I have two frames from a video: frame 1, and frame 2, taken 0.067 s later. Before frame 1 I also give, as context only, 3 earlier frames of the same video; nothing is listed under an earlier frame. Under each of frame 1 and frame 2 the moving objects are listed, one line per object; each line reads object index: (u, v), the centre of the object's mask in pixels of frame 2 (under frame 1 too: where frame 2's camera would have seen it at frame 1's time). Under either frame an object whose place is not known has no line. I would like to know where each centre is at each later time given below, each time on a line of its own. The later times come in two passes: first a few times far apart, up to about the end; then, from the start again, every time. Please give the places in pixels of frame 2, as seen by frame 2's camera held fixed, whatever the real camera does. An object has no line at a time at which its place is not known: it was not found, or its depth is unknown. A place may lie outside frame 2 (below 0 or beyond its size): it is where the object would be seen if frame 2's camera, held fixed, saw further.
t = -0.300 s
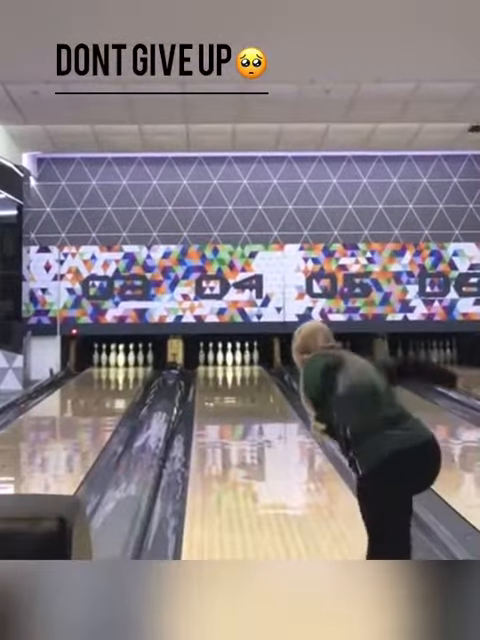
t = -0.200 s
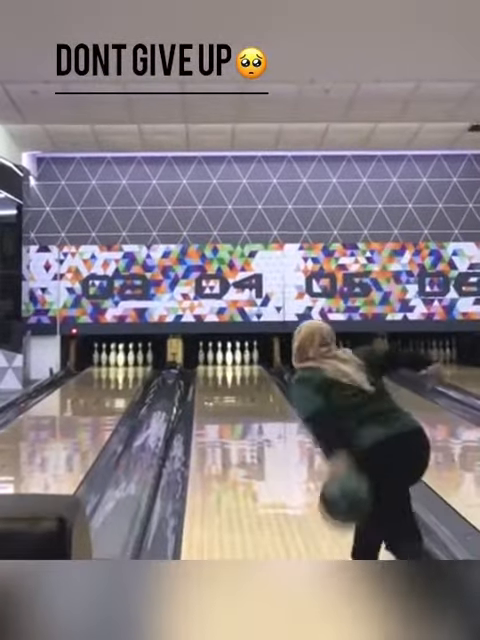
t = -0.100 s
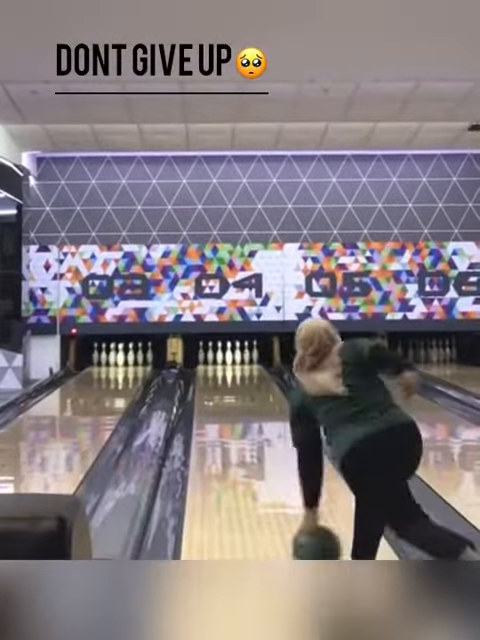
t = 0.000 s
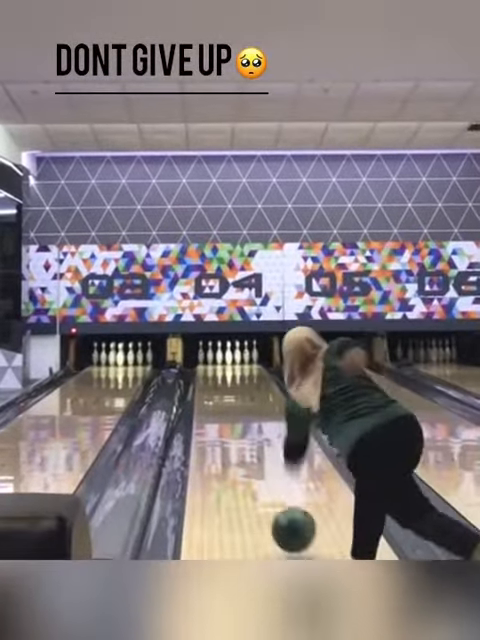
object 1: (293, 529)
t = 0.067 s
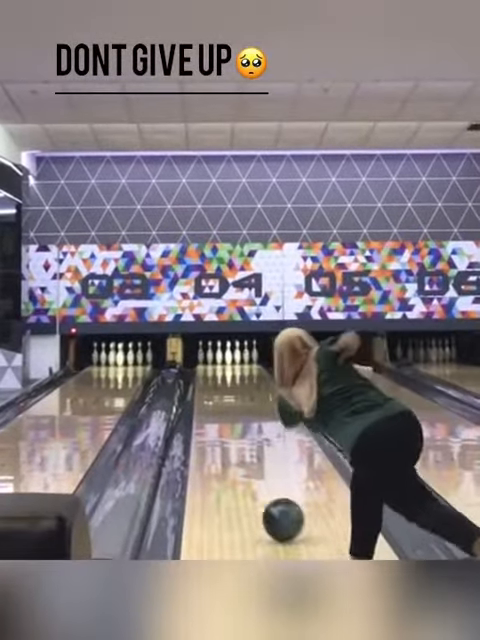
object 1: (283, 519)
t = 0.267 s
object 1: (259, 483)
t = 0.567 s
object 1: (238, 446)
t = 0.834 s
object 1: (228, 423)
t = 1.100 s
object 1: (221, 406)
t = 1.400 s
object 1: (216, 392)
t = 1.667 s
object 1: (216, 381)
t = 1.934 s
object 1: (217, 375)
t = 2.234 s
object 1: (222, 367)
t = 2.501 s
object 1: (227, 363)
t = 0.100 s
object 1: (278, 512)
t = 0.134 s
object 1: (274, 506)
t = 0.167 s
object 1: (270, 499)
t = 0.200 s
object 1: (266, 493)
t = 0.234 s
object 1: (262, 488)
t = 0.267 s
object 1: (259, 483)
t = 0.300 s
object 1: (256, 478)
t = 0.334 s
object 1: (253, 473)
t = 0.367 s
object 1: (251, 469)
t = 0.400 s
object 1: (249, 464)
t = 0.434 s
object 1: (246, 460)
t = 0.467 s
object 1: (244, 456)
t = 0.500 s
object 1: (242, 453)
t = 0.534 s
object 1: (240, 449)
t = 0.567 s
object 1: (238, 446)
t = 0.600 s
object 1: (237, 442)
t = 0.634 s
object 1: (235, 439)
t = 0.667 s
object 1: (234, 436)
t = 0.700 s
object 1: (232, 433)
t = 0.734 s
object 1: (231, 431)
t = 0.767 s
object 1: (230, 427)
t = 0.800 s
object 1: (229, 425)
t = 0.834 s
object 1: (228, 423)
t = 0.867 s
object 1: (227, 420)
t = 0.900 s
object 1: (226, 418)
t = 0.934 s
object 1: (225, 416)
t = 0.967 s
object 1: (224, 414)
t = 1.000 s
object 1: (223, 412)
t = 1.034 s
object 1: (222, 410)
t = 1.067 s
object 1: (222, 408)
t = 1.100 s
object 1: (221, 406)
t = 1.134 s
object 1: (220, 404)
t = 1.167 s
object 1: (220, 403)
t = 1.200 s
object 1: (219, 401)
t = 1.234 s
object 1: (219, 400)
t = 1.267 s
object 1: (219, 399)
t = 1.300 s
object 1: (217, 397)
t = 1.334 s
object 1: (217, 396)
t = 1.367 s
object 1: (217, 394)
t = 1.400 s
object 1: (216, 392)
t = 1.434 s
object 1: (216, 391)
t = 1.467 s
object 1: (217, 389)
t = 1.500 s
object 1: (217, 386)
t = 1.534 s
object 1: (215, 384)
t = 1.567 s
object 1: (214, 382)
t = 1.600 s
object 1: (214, 381)
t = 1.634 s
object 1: (215, 381)
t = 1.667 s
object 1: (216, 381)
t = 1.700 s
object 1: (217, 380)
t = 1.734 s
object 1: (217, 379)
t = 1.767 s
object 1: (216, 378)
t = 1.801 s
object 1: (216, 377)
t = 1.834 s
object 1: (217, 377)
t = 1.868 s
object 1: (217, 375)
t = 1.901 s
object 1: (217, 375)
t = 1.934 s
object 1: (217, 375)
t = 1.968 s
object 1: (217, 374)
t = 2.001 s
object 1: (218, 373)
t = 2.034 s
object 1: (219, 373)
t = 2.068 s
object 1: (219, 372)
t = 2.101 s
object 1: (219, 372)
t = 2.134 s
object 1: (220, 369)
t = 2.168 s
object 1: (220, 368)
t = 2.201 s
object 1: (221, 368)
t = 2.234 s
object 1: (222, 367)
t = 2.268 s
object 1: (222, 367)
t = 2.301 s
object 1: (223, 366)
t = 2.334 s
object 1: (224, 366)
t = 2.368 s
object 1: (225, 365)
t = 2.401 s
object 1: (225, 364)
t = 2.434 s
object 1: (226, 363)
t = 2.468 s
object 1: (227, 363)
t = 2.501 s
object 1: (227, 363)
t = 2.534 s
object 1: (228, 362)
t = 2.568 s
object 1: (227, 362)
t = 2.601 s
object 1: (228, 361)
